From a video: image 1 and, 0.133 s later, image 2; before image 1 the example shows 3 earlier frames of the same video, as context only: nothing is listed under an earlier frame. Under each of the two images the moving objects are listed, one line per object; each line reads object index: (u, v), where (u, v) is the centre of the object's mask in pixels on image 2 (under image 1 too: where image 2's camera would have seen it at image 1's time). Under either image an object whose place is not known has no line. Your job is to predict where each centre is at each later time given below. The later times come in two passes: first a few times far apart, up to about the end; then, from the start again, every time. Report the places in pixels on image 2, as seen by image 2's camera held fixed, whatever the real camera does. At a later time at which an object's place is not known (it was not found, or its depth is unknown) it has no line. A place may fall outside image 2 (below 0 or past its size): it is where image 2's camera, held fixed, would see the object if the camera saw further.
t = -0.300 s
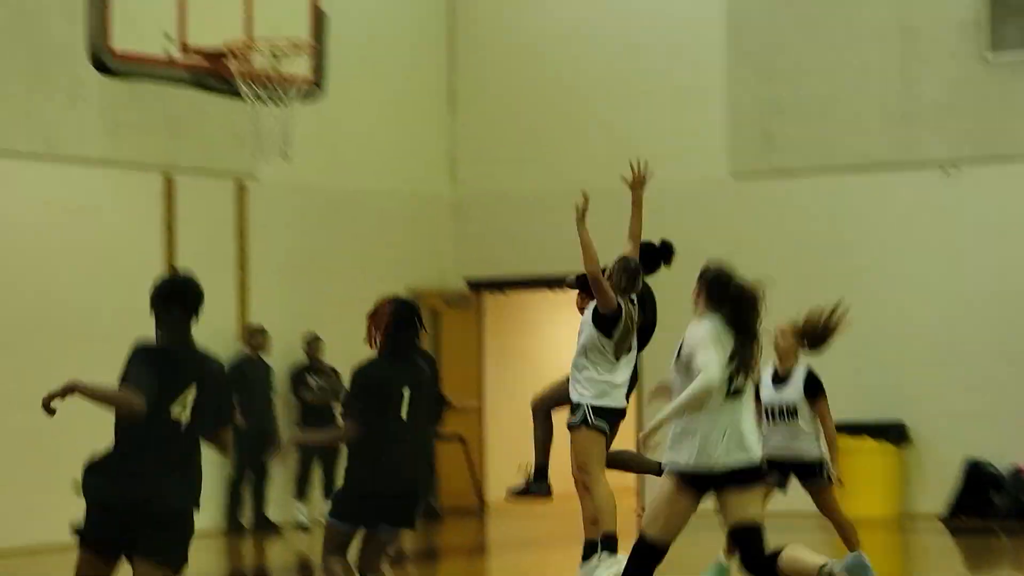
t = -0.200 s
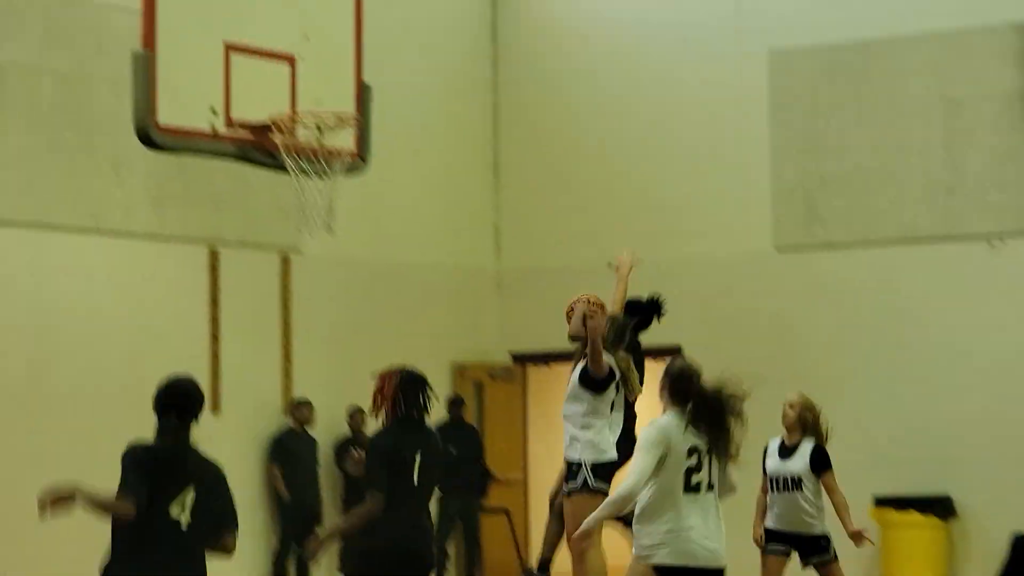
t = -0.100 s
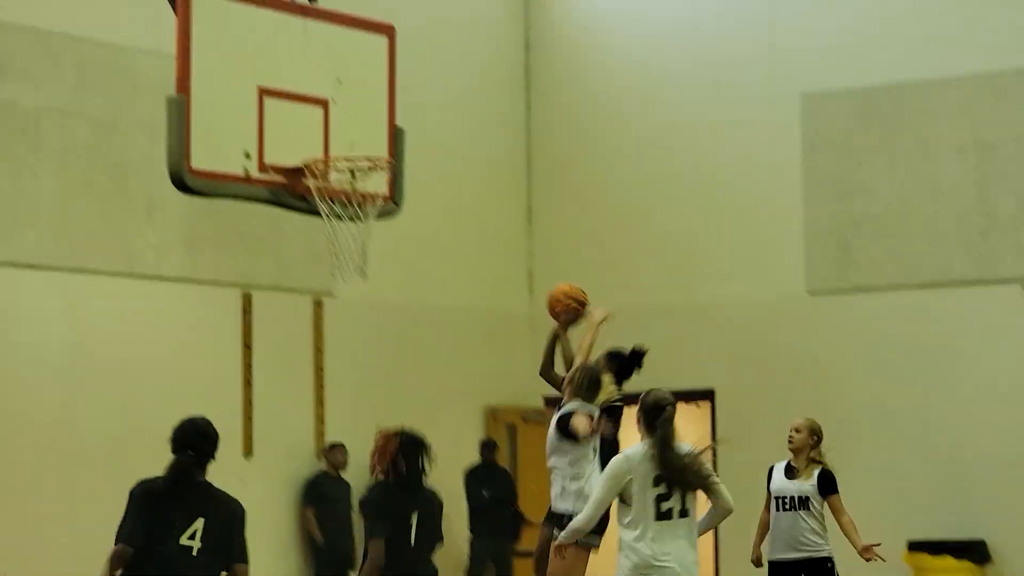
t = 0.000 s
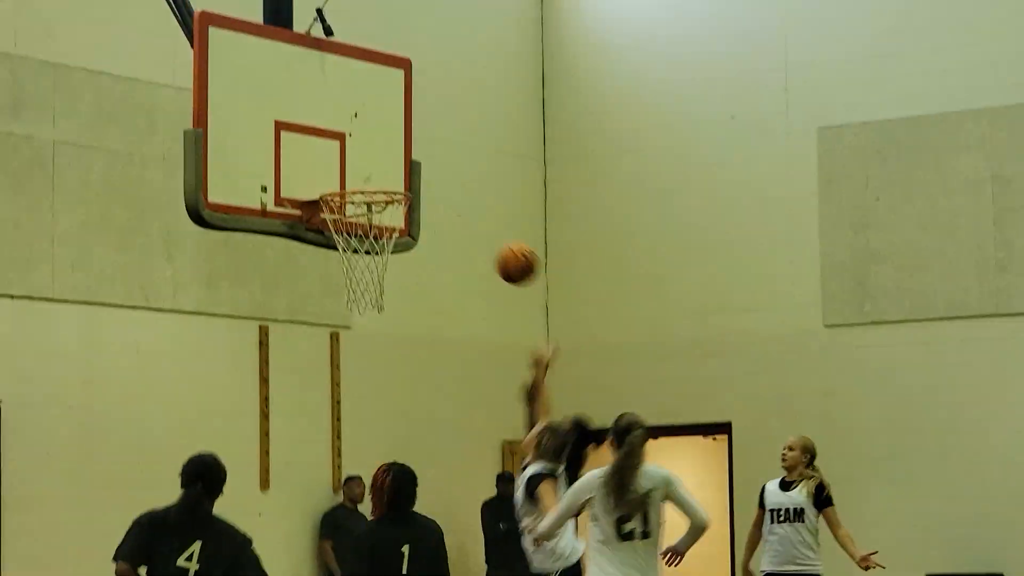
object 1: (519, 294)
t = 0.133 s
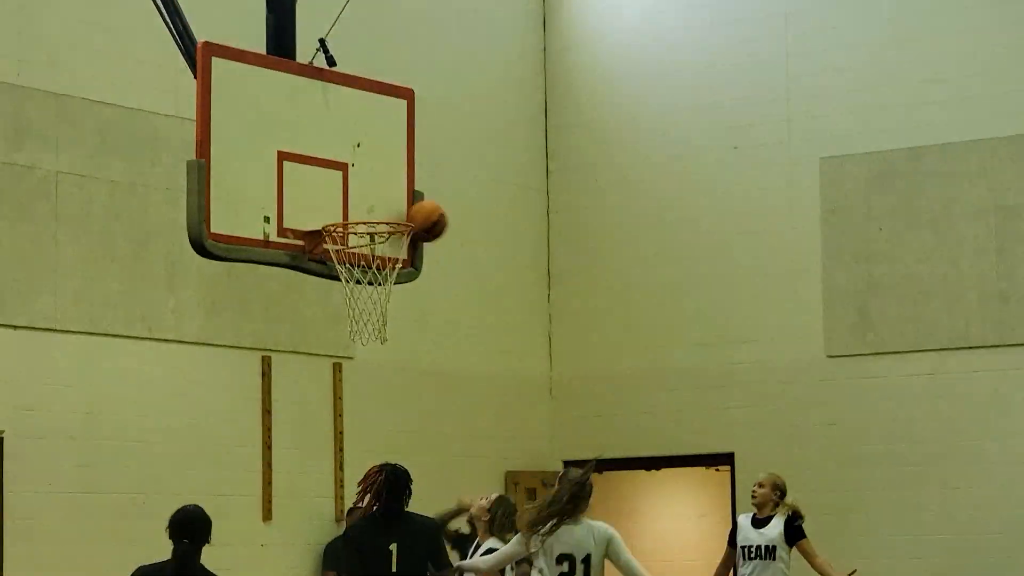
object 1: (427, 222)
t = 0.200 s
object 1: (423, 206)
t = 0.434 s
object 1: (470, 215)
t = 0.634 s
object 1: (515, 306)
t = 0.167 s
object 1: (418, 210)
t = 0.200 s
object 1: (423, 206)
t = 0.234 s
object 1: (431, 201)
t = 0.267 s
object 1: (436, 198)
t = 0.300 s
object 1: (443, 198)
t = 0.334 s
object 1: (449, 199)
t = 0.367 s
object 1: (456, 202)
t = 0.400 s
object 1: (463, 208)
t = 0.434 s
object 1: (470, 215)
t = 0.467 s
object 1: (477, 225)
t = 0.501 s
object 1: (484, 236)
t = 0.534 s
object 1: (492, 250)
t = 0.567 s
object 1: (498, 266)
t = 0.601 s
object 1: (507, 285)
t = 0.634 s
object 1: (515, 306)
